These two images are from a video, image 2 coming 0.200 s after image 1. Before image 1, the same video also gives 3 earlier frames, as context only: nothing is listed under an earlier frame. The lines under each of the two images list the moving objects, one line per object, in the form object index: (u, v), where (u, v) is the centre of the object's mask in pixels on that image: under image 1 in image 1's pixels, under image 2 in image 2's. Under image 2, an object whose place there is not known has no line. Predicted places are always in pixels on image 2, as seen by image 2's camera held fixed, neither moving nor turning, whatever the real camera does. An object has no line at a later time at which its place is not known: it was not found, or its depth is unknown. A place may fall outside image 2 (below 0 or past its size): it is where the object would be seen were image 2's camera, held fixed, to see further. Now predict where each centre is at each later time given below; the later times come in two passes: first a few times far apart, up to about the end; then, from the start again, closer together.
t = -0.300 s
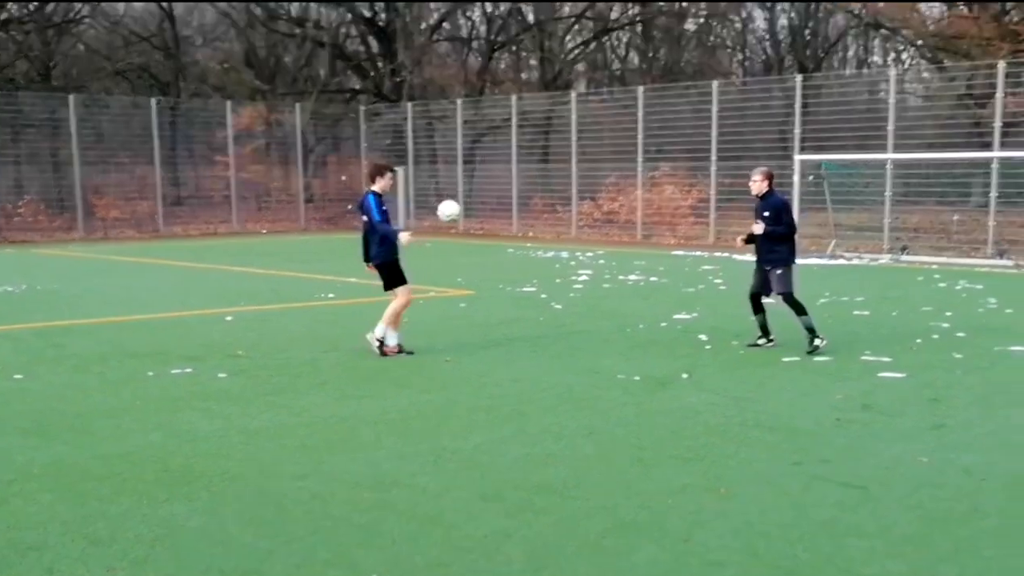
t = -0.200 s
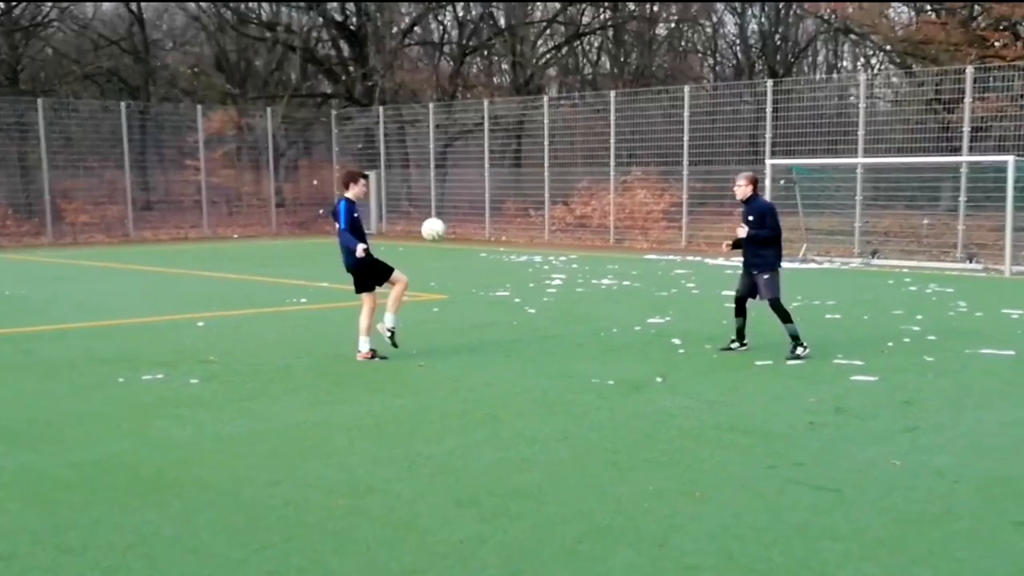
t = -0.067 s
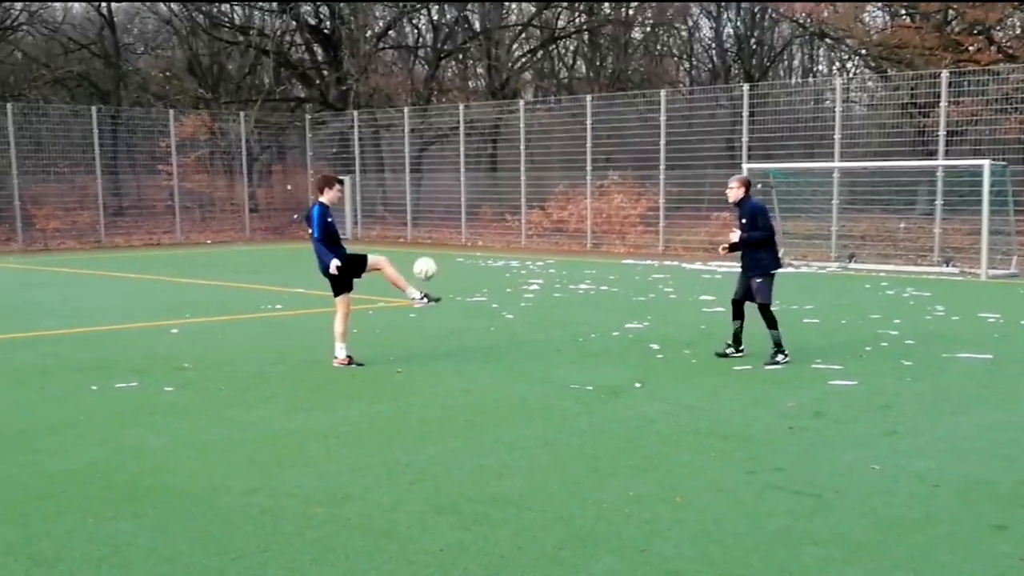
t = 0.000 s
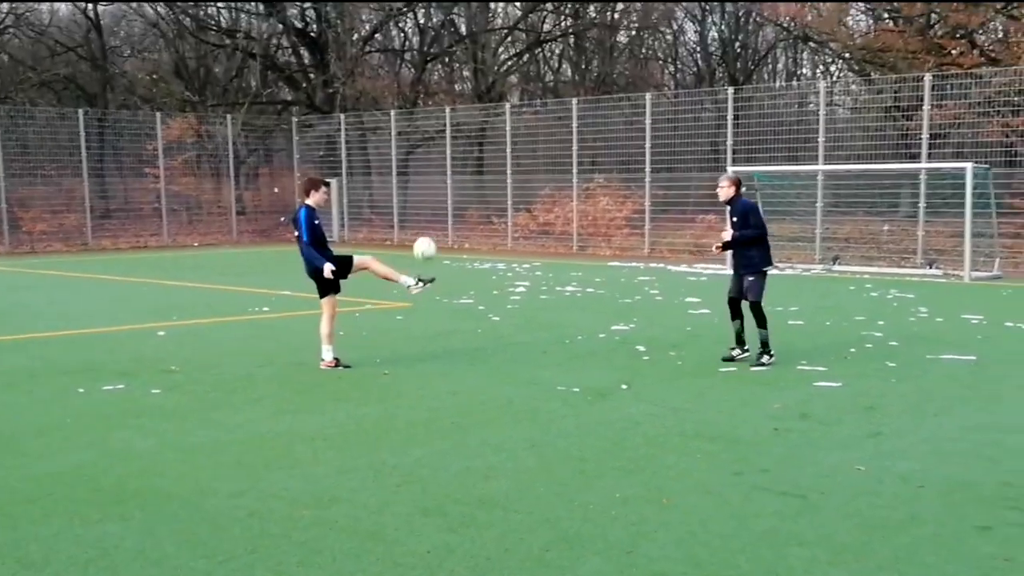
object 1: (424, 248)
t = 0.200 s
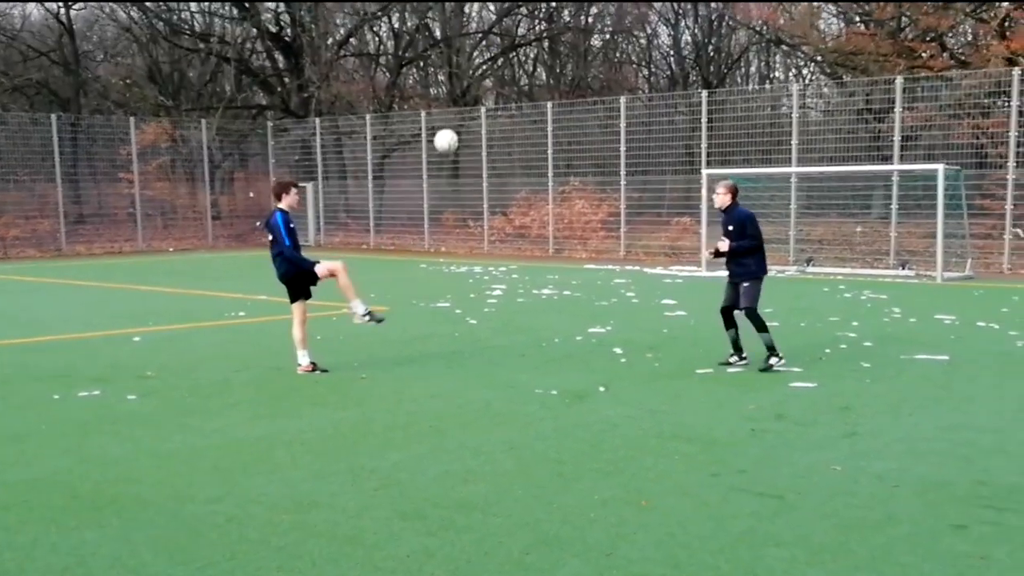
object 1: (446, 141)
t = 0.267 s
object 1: (460, 112)
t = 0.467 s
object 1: (505, 57)
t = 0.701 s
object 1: (556, 50)
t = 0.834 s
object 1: (583, 69)
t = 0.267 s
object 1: (460, 112)
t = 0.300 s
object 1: (468, 100)
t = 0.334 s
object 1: (475, 89)
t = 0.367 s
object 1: (483, 78)
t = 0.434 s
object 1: (498, 64)
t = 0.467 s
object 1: (505, 57)
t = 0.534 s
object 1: (520, 49)
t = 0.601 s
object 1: (535, 46)
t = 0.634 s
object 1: (542, 46)
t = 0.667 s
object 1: (549, 47)
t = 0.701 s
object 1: (556, 50)
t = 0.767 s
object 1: (570, 57)
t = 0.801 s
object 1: (576, 62)
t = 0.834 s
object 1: (583, 69)
